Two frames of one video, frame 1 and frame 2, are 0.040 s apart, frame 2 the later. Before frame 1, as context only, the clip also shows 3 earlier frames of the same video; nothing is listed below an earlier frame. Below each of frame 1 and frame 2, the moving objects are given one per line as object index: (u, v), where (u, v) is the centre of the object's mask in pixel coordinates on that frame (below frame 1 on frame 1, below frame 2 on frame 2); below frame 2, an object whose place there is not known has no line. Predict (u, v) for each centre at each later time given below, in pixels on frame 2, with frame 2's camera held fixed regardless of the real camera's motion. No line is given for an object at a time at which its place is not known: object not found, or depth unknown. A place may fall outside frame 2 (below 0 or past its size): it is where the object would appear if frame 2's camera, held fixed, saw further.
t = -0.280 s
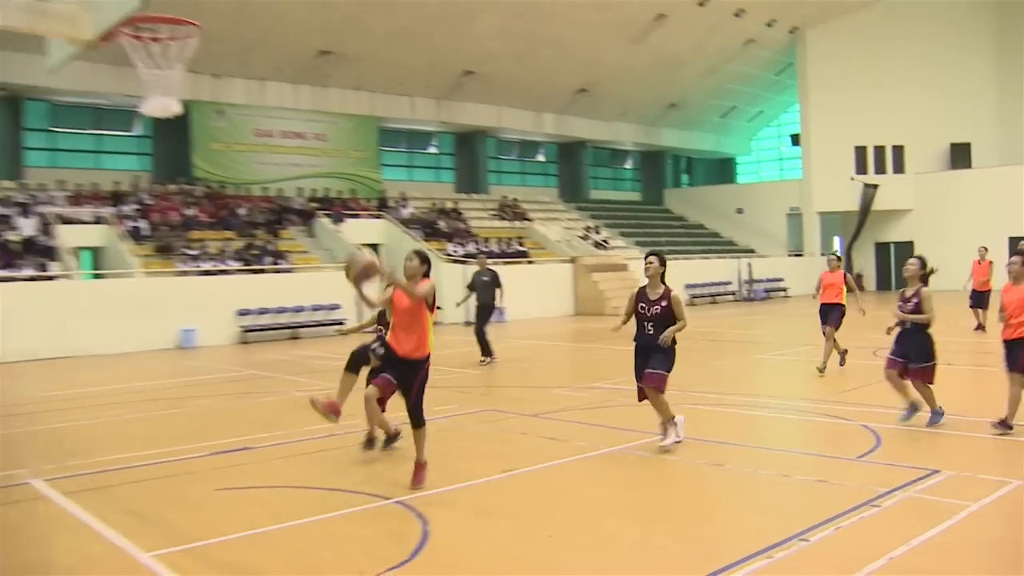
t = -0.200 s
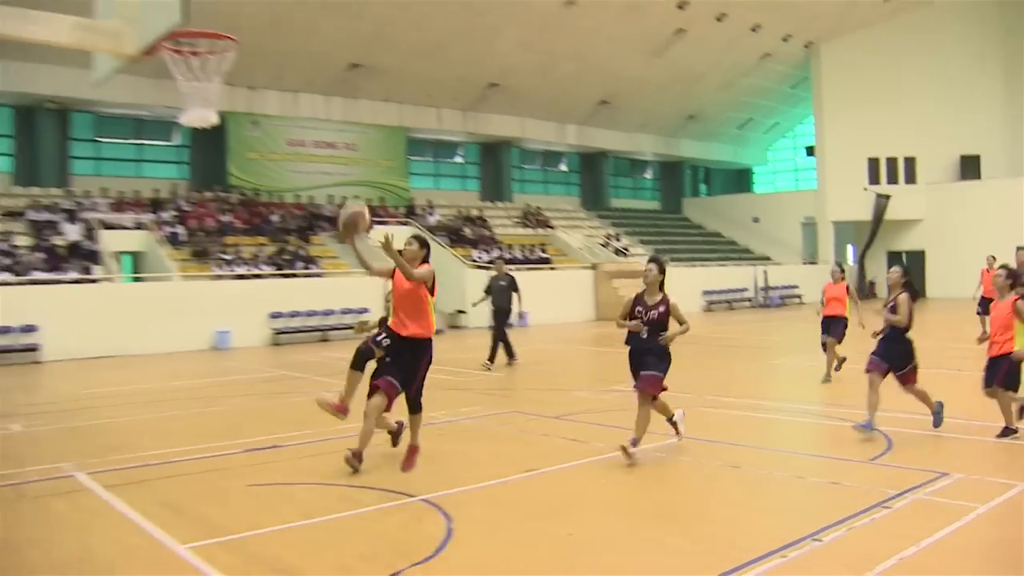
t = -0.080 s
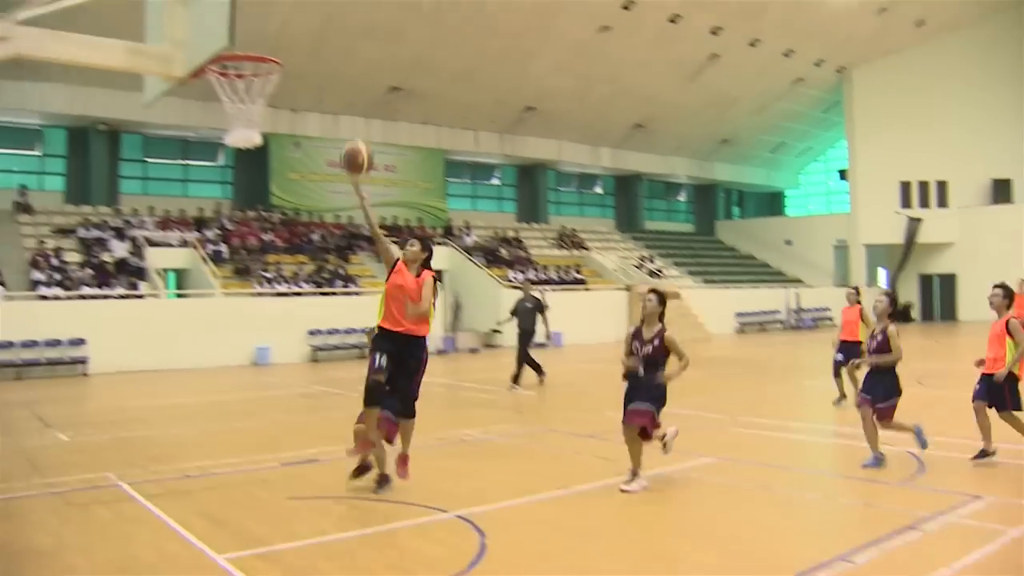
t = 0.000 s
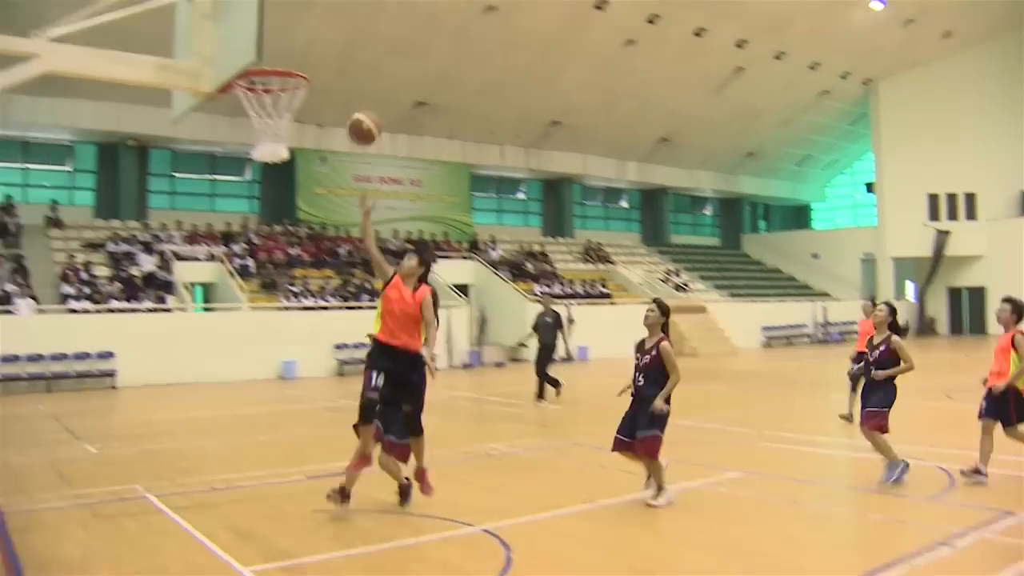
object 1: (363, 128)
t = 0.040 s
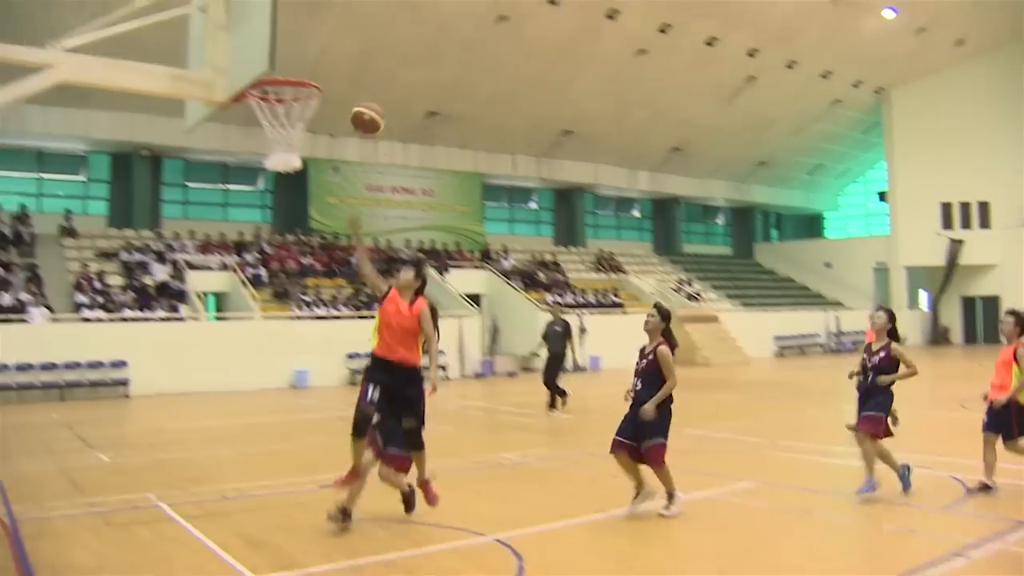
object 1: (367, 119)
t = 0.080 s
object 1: (364, 106)
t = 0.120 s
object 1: (358, 93)
